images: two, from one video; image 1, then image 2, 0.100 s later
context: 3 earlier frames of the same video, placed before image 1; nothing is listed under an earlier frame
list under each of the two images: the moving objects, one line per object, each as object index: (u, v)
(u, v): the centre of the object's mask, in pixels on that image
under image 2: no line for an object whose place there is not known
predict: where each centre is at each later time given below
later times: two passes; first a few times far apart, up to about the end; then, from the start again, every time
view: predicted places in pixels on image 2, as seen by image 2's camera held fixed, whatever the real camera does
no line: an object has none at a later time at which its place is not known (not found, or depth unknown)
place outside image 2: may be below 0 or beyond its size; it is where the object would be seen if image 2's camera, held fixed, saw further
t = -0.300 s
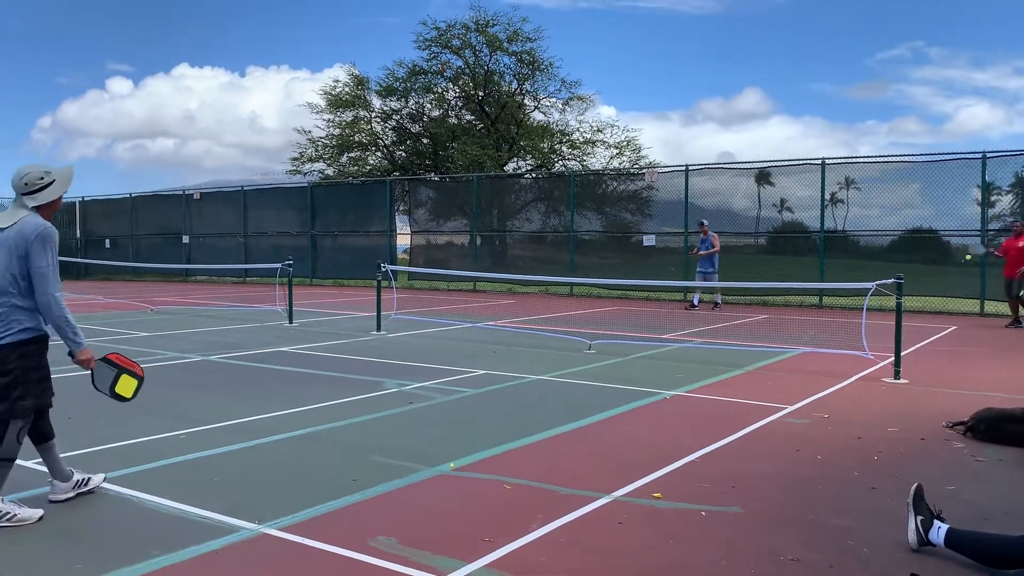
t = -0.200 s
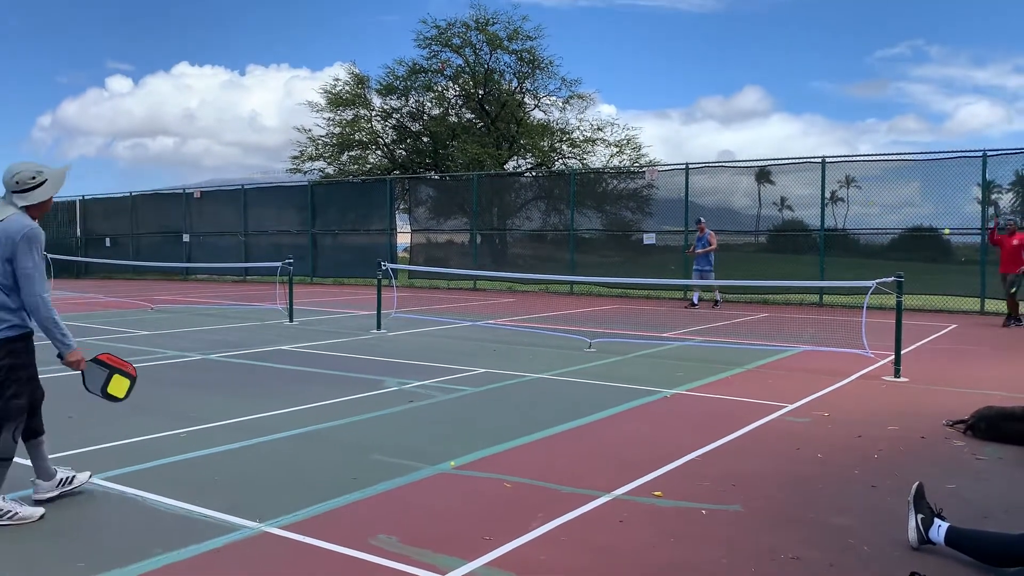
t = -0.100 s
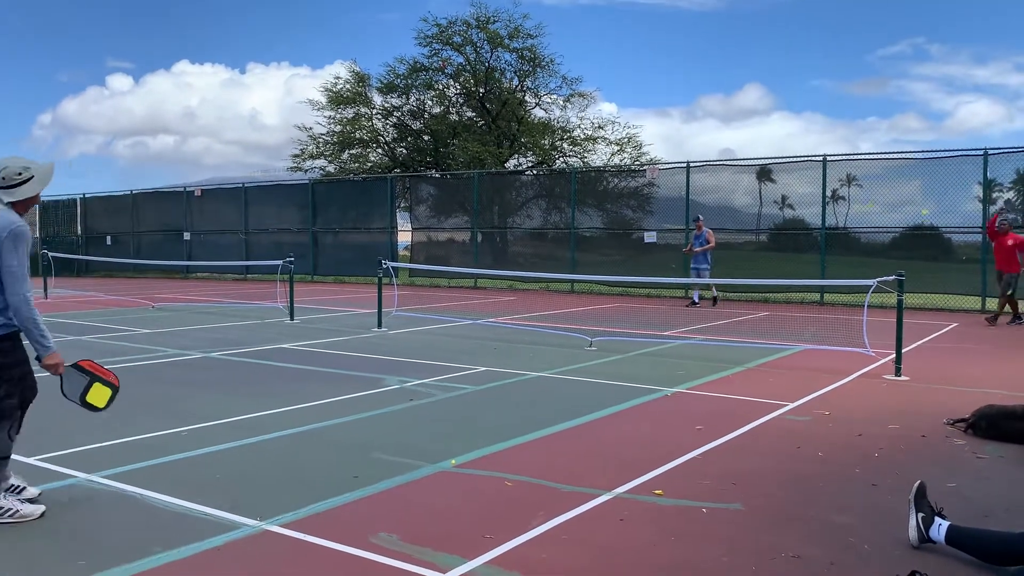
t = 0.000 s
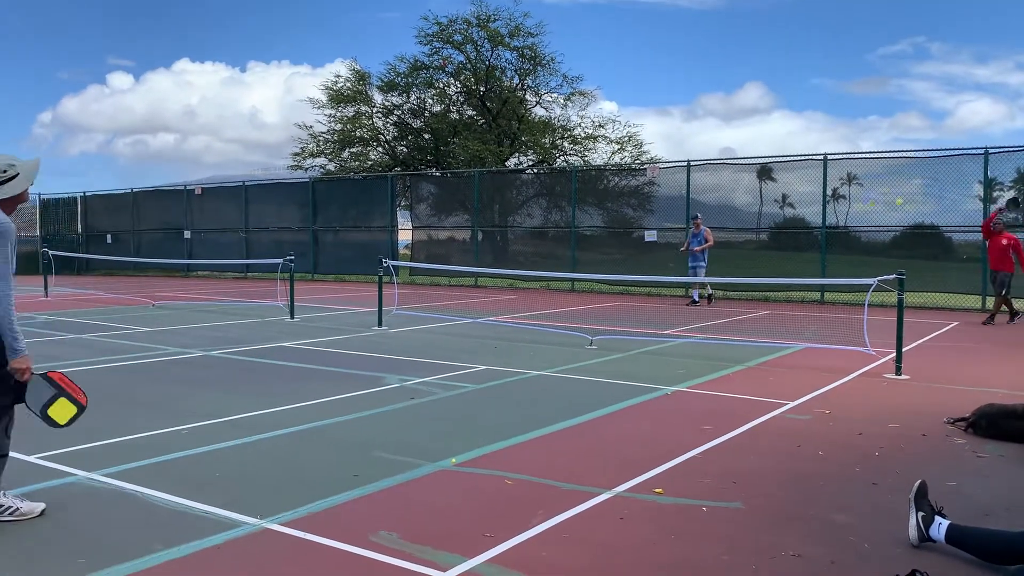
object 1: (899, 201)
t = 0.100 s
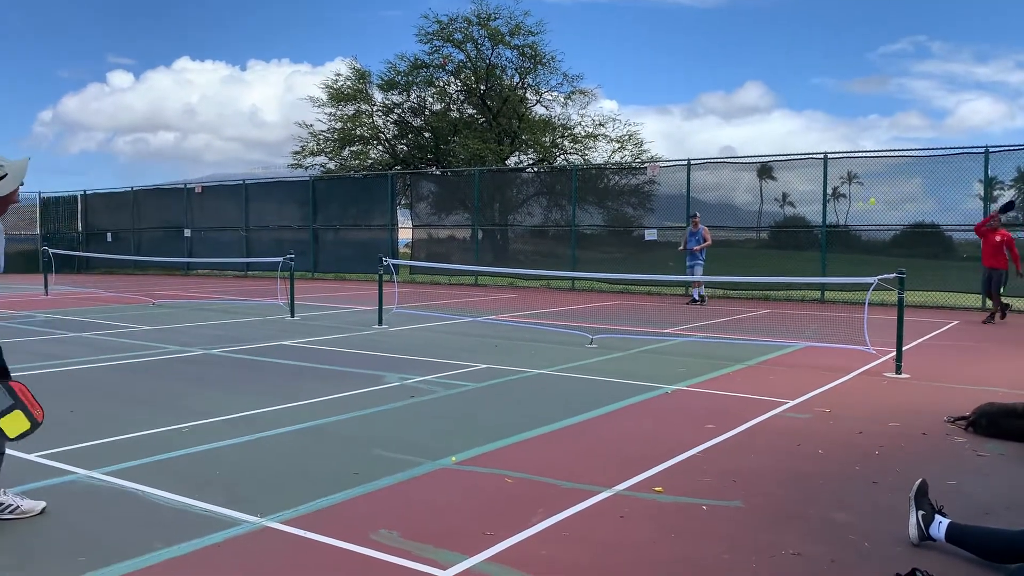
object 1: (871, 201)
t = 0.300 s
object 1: (811, 241)
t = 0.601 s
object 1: (705, 387)
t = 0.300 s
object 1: (811, 241)
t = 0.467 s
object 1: (753, 326)
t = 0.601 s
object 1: (705, 387)
